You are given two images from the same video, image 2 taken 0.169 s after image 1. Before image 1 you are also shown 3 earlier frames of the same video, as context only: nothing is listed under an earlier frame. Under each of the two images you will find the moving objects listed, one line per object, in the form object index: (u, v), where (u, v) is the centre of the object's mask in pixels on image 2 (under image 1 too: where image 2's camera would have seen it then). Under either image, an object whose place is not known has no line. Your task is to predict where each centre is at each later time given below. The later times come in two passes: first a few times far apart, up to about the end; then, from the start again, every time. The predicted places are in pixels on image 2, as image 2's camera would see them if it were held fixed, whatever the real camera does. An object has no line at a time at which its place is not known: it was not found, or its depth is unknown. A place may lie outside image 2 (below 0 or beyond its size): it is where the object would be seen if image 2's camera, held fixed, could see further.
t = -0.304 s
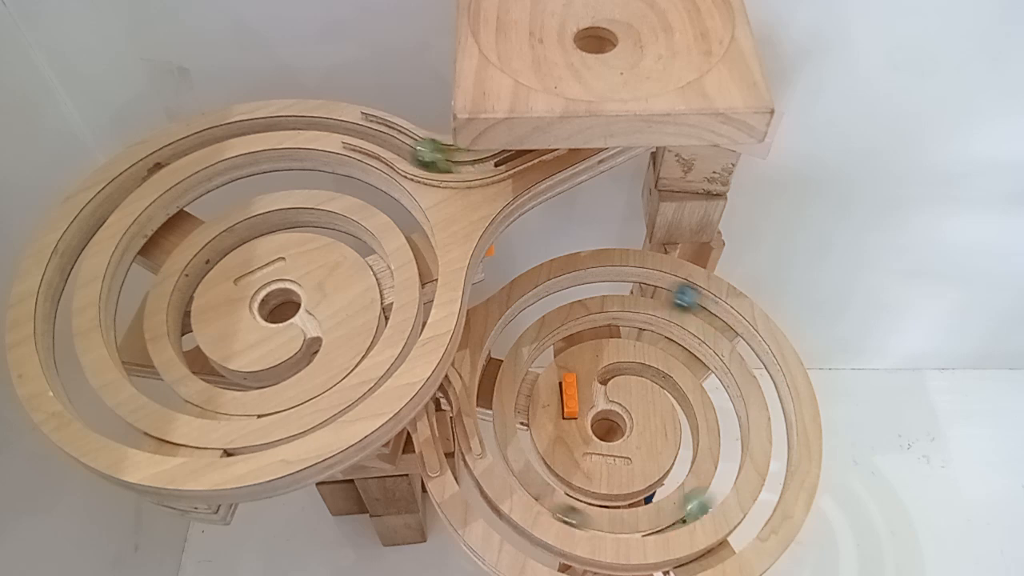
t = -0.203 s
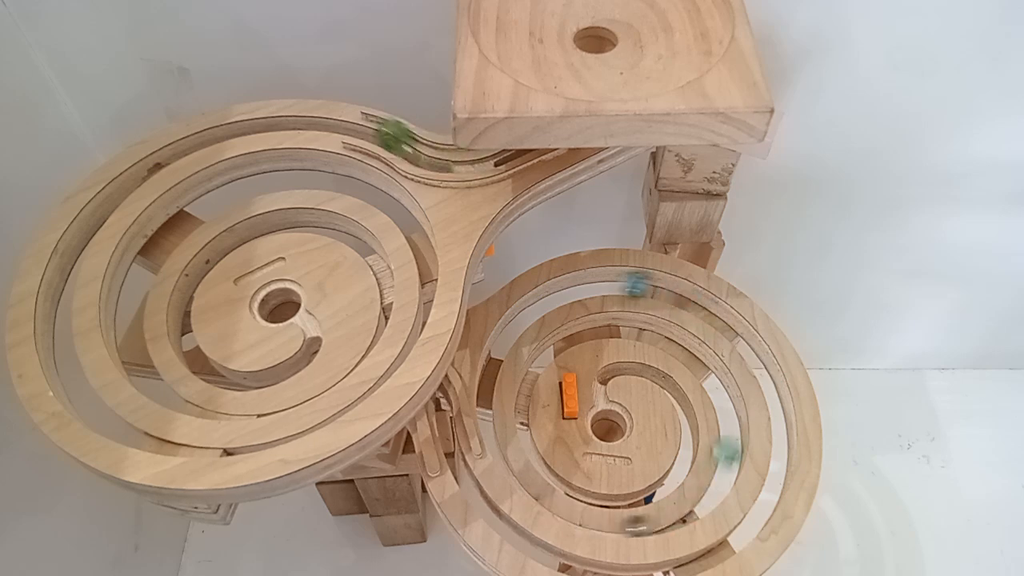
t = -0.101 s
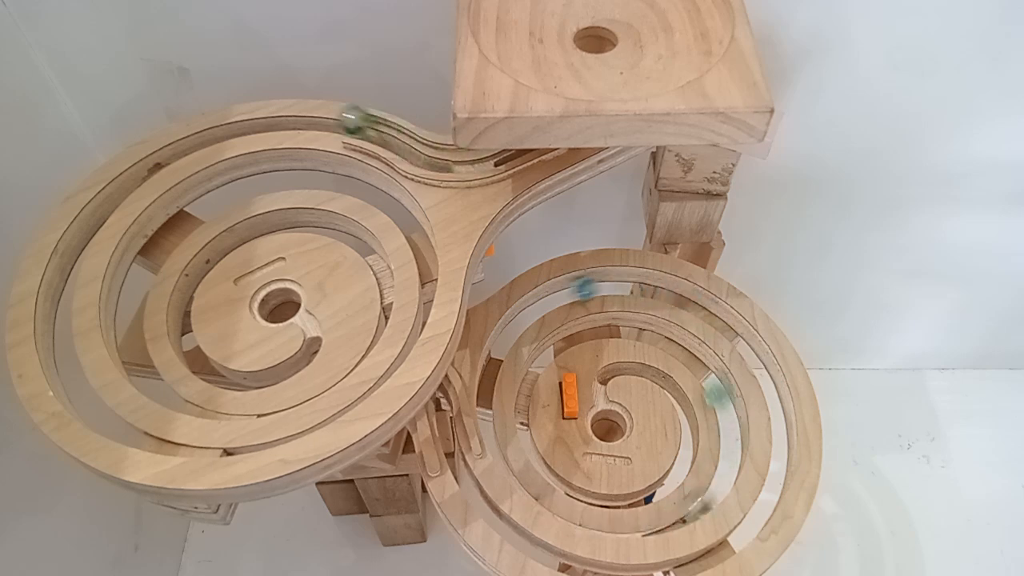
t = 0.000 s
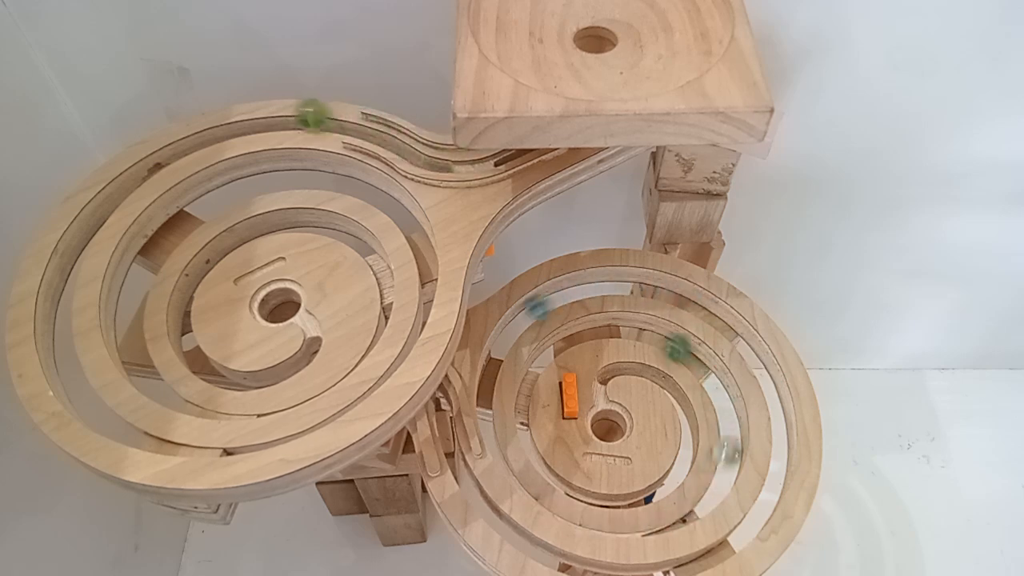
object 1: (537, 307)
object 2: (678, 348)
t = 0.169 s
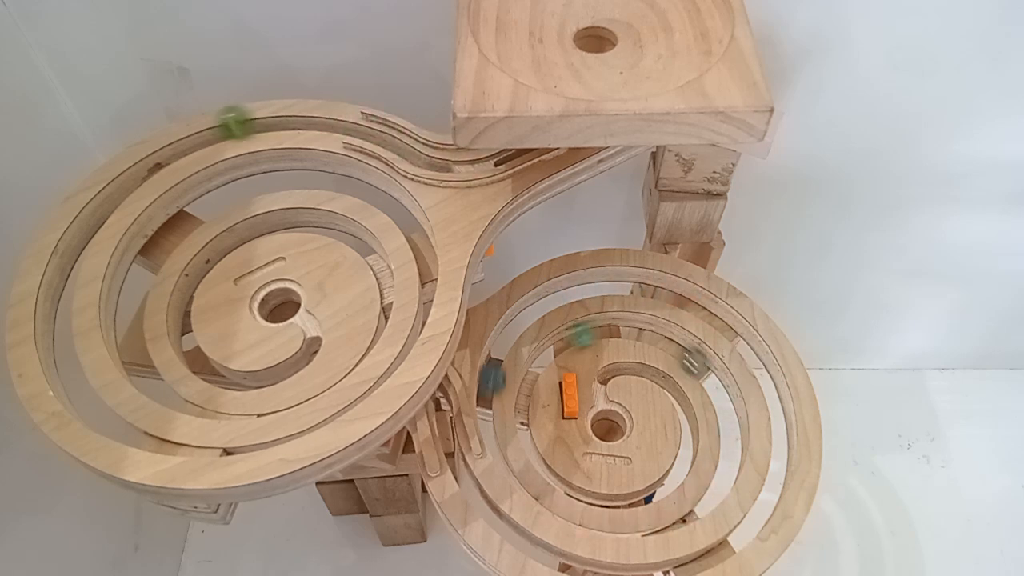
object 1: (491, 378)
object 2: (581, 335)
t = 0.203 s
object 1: (490, 395)
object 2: (564, 343)
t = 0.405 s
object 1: (547, 502)
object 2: (533, 436)
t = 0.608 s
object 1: (677, 516)
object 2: (623, 492)
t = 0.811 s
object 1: (726, 417)
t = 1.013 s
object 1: (647, 333)
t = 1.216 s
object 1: (544, 359)
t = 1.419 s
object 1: (546, 458)
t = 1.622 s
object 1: (642, 489)
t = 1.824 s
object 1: (692, 424)
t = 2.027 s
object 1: (636, 363)
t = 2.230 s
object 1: (594, 406)
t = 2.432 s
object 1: (602, 416)
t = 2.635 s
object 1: (607, 425)
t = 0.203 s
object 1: (490, 395)
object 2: (564, 343)
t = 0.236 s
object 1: (490, 416)
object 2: (550, 354)
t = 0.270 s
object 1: (496, 435)
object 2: (538, 367)
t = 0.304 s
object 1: (504, 454)
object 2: (531, 383)
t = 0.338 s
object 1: (515, 472)
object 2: (528, 401)
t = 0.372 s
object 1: (529, 487)
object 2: (529, 419)
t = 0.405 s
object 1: (547, 502)
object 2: (533, 436)
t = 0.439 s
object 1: (567, 514)
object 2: (543, 454)
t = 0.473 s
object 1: (590, 522)
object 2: (555, 467)
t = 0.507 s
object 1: (612, 526)
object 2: (571, 479)
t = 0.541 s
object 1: (636, 526)
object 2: (587, 487)
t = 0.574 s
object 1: (658, 524)
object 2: (606, 492)
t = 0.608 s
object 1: (677, 516)
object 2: (623, 492)
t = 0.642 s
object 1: (695, 506)
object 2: (642, 489)
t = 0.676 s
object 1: (710, 491)
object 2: (656, 483)
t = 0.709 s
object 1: (721, 474)
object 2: (670, 474)
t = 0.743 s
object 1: (727, 453)
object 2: (679, 462)
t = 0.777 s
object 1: (727, 436)
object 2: (688, 449)
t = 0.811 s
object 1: (726, 417)
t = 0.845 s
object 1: (717, 395)
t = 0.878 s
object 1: (707, 379)
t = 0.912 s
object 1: (698, 364)
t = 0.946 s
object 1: (683, 351)
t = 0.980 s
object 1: (666, 341)
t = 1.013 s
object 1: (647, 333)
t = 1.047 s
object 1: (627, 329)
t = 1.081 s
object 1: (608, 329)
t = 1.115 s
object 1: (588, 331)
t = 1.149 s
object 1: (572, 338)
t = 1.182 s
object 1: (557, 347)
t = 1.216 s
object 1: (544, 359)
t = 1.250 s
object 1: (534, 374)
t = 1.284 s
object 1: (529, 390)
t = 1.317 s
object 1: (527, 407)
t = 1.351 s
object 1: (530, 425)
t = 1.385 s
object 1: (536, 442)
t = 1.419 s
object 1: (546, 458)
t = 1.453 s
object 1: (559, 471)
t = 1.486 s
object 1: (575, 481)
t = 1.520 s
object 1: (590, 488)
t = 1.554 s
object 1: (607, 492)
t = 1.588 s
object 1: (625, 491)
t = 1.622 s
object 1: (642, 489)
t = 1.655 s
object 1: (656, 483)
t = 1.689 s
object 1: (668, 475)
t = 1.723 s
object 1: (678, 464)
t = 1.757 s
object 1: (686, 451)
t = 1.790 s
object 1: (691, 438)
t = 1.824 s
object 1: (692, 424)
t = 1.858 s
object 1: (689, 410)
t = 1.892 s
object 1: (683, 396)
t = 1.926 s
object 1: (675, 384)
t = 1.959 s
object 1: (665, 374)
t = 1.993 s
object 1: (651, 367)
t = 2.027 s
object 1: (636, 363)
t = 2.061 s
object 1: (620, 363)
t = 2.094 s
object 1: (607, 368)
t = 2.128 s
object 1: (599, 375)
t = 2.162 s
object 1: (595, 385)
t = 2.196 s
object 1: (592, 395)
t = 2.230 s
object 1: (594, 406)
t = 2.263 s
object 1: (599, 421)
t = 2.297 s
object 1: (609, 426)
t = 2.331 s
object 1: (622, 422)
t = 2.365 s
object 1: (621, 414)
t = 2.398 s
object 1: (612, 411)
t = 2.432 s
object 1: (602, 416)
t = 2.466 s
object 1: (605, 424)
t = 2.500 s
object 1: (609, 426)
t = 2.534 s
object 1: (618, 421)
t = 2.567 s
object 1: (614, 415)
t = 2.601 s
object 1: (604, 418)
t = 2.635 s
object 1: (607, 425)
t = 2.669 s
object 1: (610, 425)
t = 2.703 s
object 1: (611, 418)
